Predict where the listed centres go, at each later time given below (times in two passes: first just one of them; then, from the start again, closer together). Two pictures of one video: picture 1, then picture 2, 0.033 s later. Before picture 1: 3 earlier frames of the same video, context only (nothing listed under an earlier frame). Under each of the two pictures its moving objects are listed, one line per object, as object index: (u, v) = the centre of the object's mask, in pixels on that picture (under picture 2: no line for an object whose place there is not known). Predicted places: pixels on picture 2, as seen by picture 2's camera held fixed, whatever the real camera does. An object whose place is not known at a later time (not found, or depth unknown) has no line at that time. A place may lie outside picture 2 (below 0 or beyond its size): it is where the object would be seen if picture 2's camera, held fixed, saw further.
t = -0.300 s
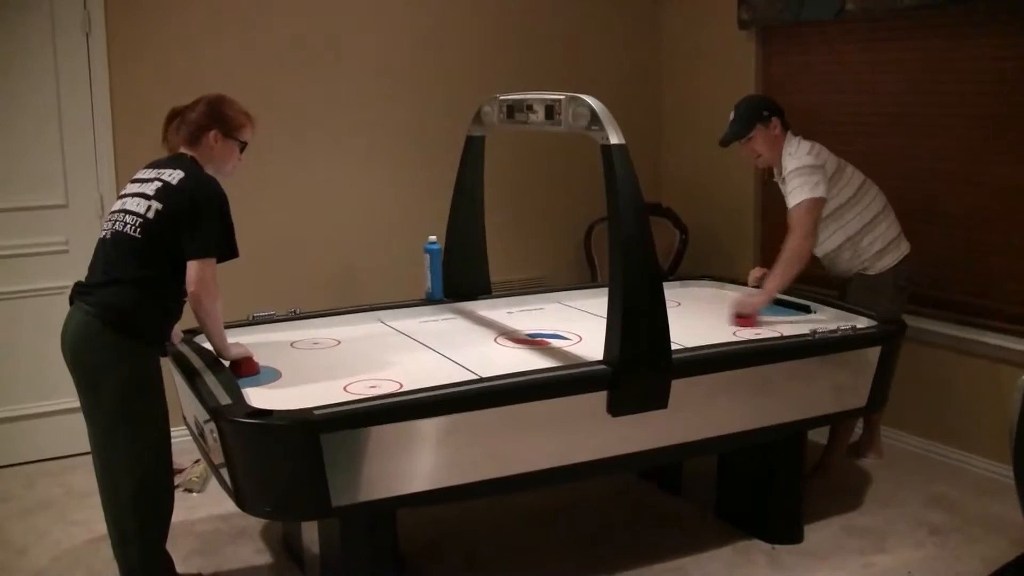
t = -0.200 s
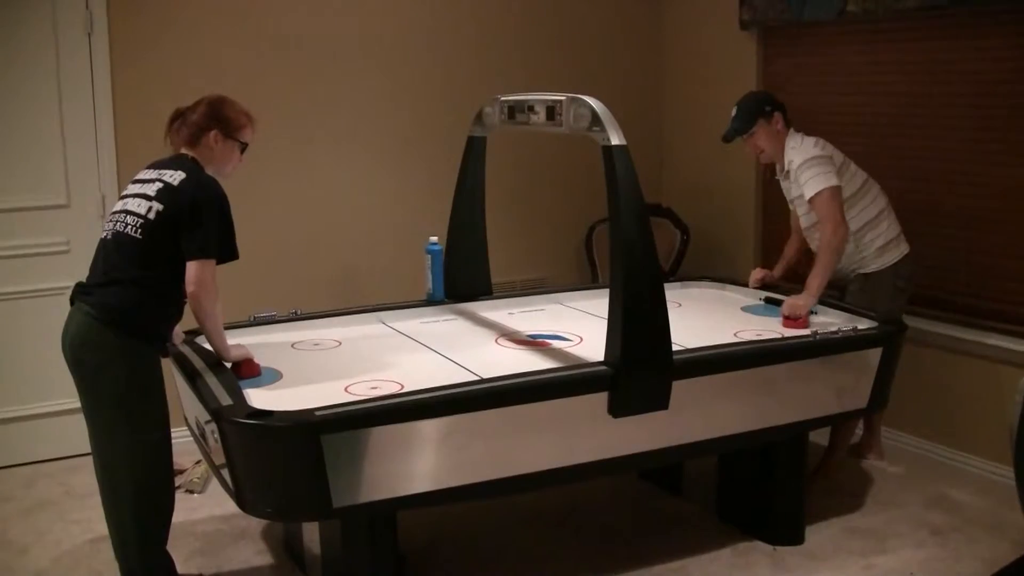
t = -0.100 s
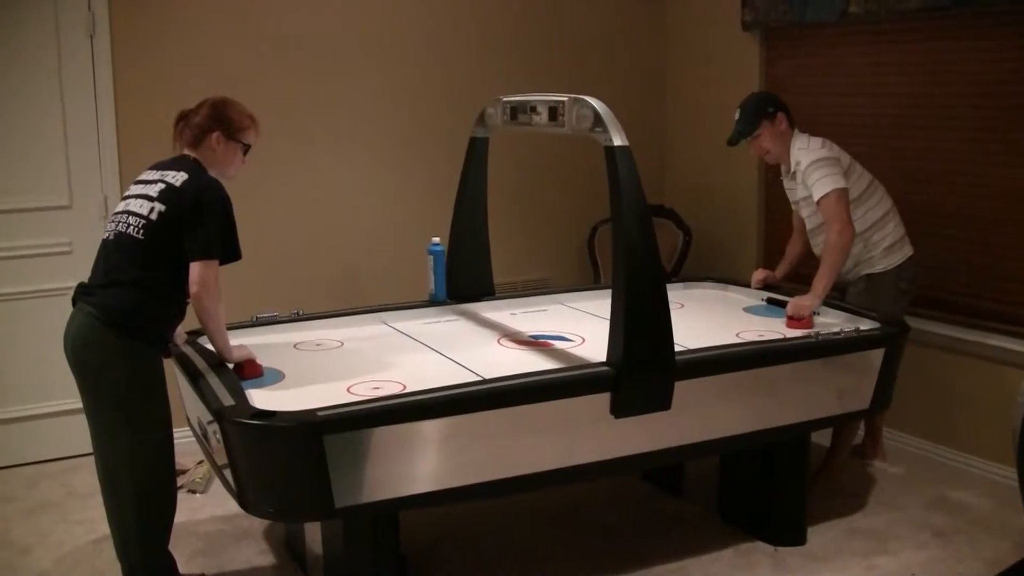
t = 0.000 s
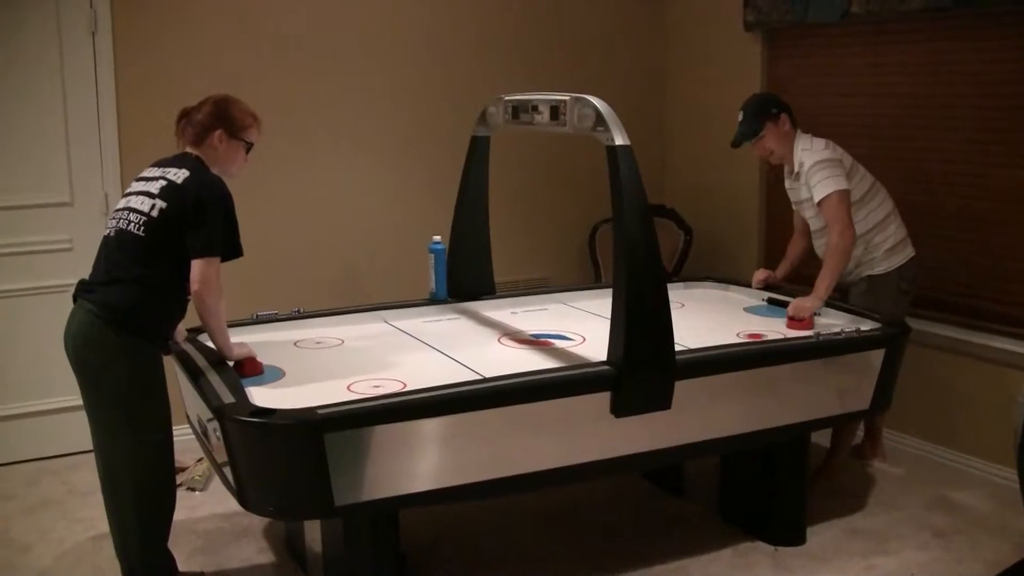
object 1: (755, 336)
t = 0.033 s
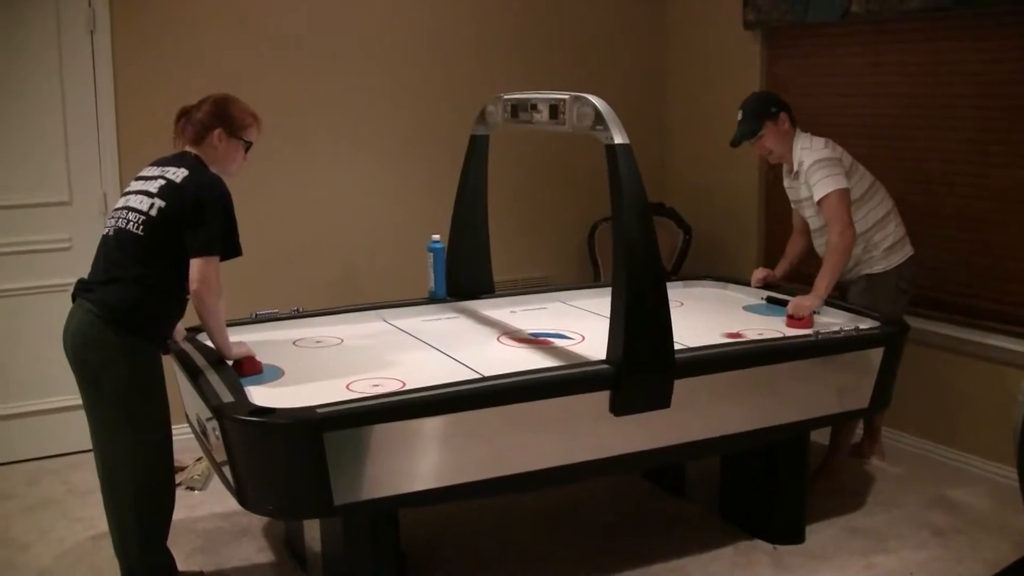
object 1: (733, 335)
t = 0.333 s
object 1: (536, 341)
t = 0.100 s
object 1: (693, 336)
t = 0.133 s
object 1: (678, 338)
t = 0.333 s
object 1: (536, 341)
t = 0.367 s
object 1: (525, 341)
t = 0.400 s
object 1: (508, 341)
